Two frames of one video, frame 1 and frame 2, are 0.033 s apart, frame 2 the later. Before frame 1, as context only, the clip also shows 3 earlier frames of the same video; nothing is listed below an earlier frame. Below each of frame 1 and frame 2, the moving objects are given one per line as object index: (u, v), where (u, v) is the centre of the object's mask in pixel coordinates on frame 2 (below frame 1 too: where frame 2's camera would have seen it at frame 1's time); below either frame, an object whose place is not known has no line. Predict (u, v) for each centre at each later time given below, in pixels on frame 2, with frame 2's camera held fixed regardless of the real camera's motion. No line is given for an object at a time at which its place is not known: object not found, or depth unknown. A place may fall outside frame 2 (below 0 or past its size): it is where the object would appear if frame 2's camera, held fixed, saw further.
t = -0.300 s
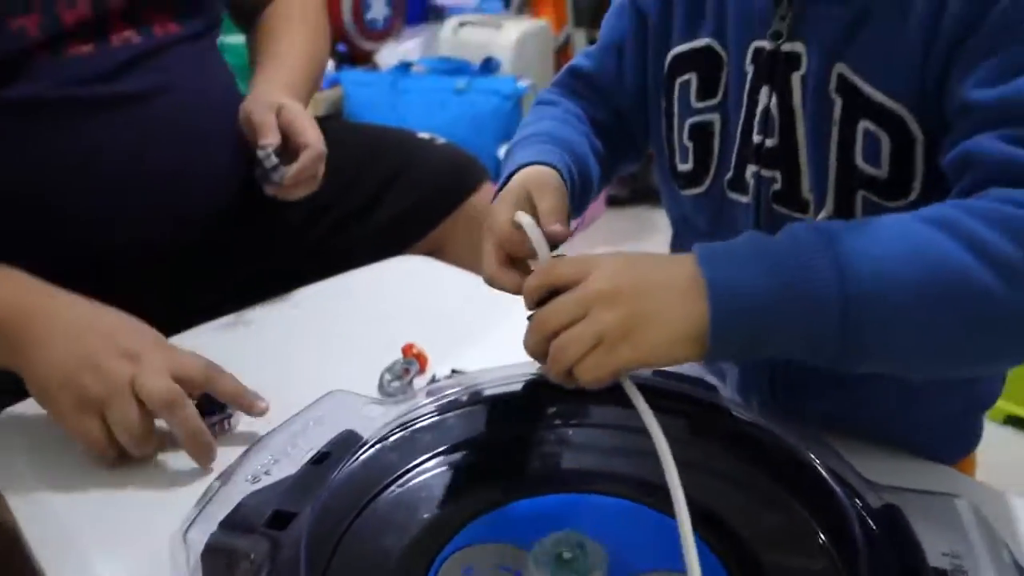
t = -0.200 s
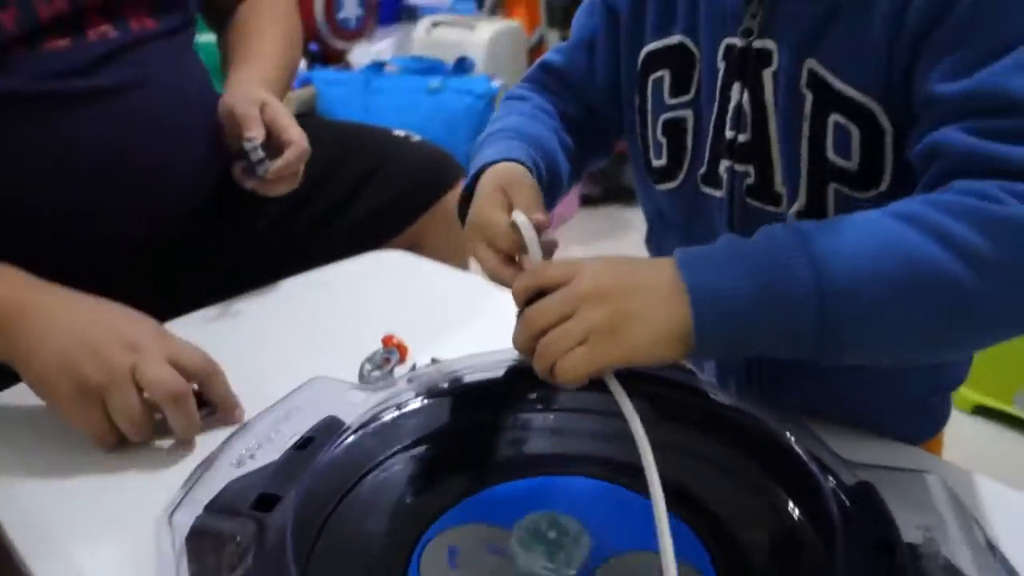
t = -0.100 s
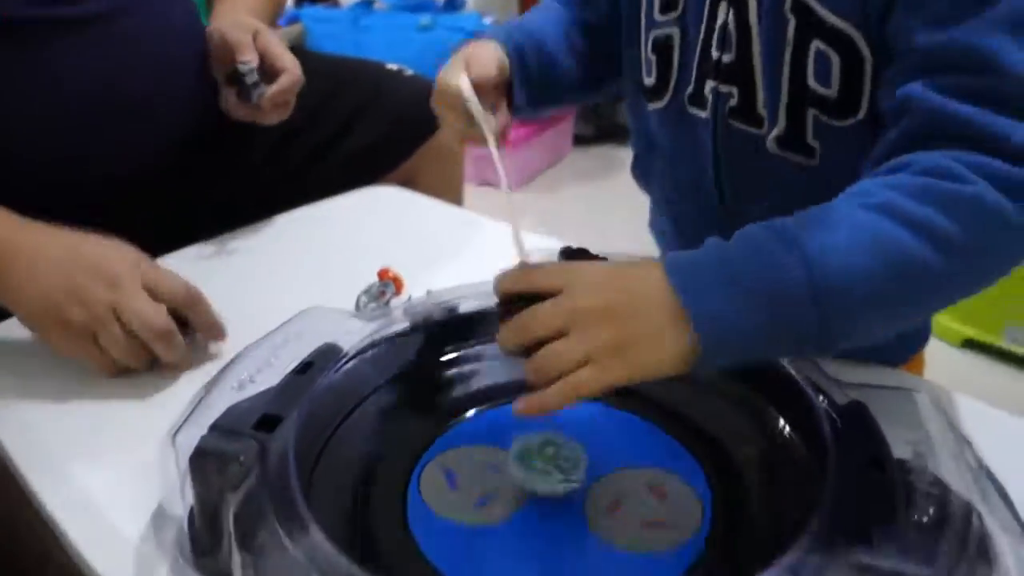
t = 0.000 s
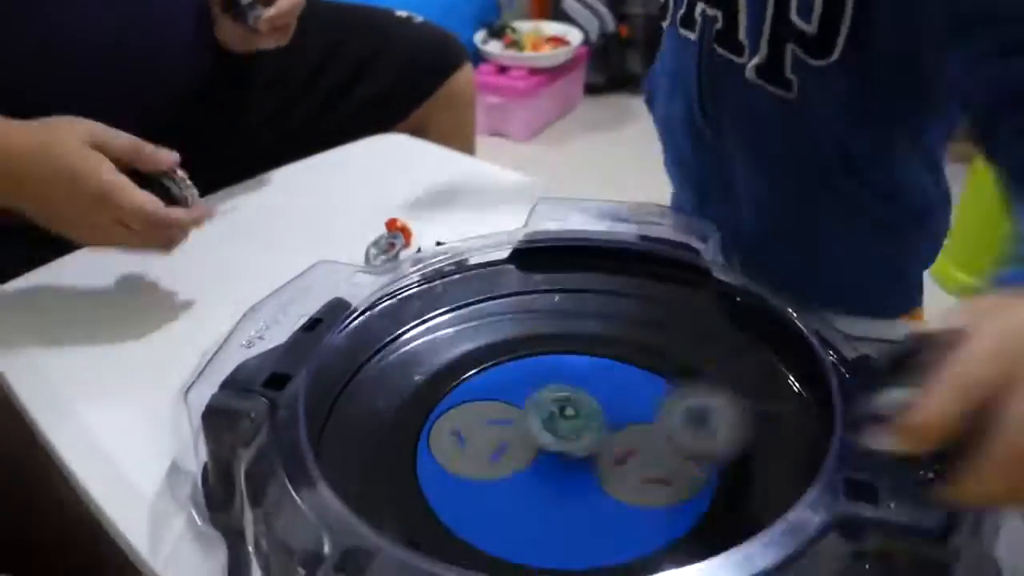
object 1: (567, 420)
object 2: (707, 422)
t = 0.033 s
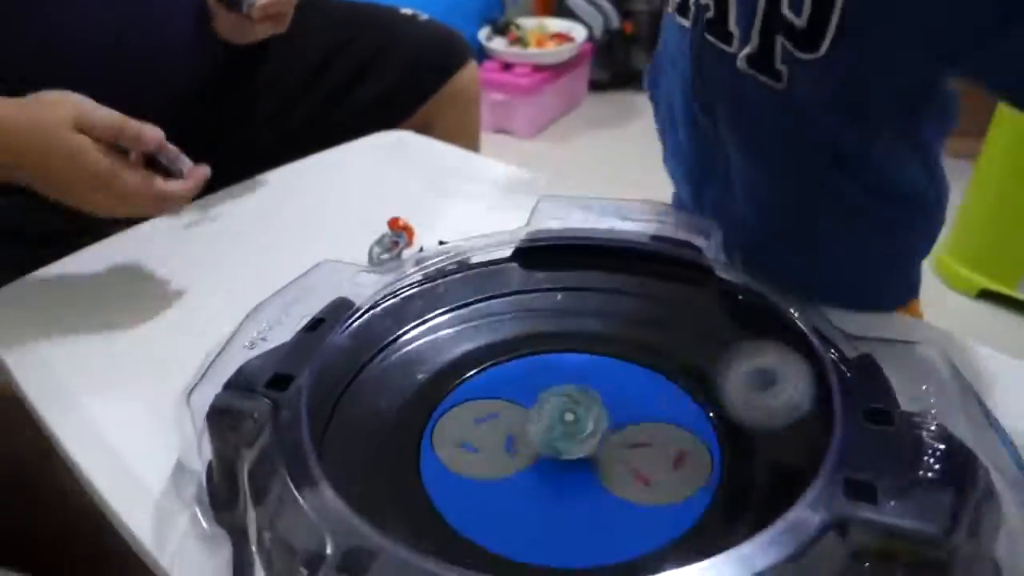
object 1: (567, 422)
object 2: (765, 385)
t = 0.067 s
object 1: (557, 428)
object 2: (760, 369)
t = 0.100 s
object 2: (732, 372)
